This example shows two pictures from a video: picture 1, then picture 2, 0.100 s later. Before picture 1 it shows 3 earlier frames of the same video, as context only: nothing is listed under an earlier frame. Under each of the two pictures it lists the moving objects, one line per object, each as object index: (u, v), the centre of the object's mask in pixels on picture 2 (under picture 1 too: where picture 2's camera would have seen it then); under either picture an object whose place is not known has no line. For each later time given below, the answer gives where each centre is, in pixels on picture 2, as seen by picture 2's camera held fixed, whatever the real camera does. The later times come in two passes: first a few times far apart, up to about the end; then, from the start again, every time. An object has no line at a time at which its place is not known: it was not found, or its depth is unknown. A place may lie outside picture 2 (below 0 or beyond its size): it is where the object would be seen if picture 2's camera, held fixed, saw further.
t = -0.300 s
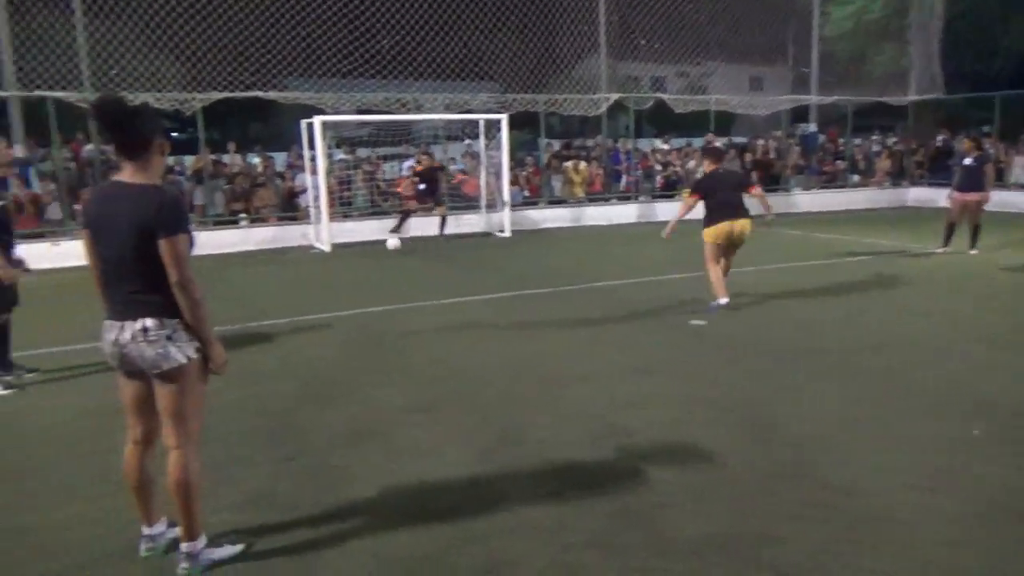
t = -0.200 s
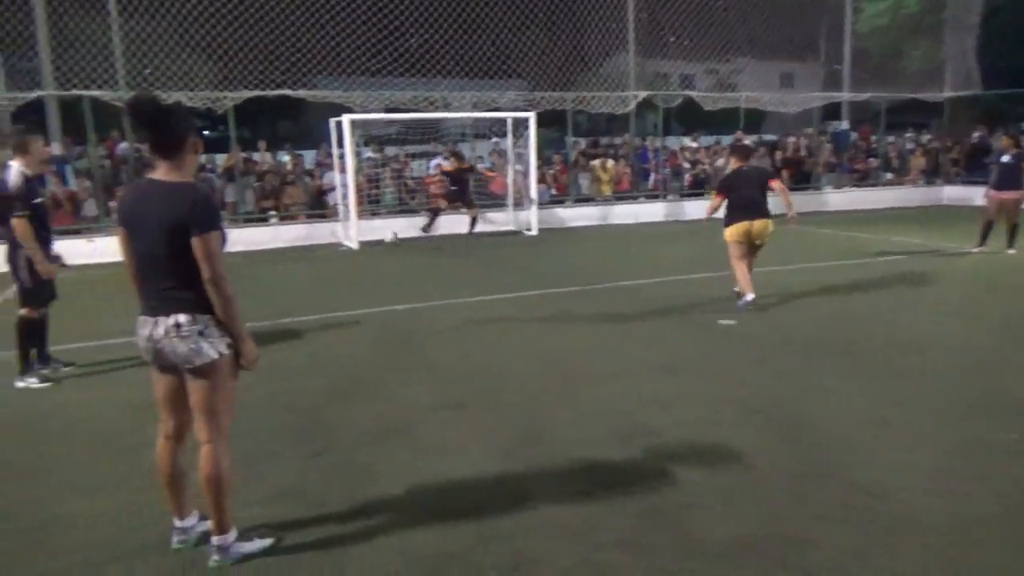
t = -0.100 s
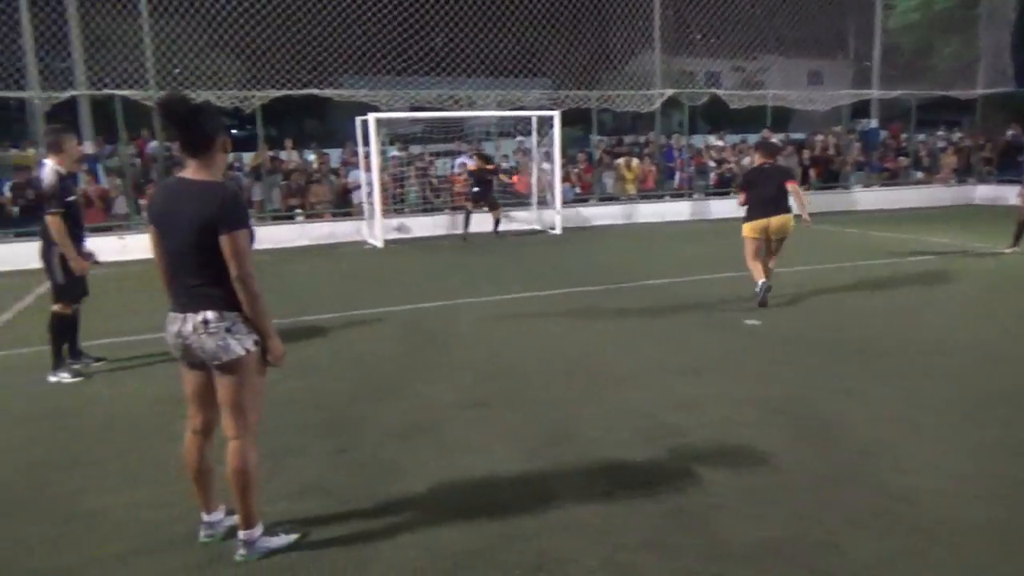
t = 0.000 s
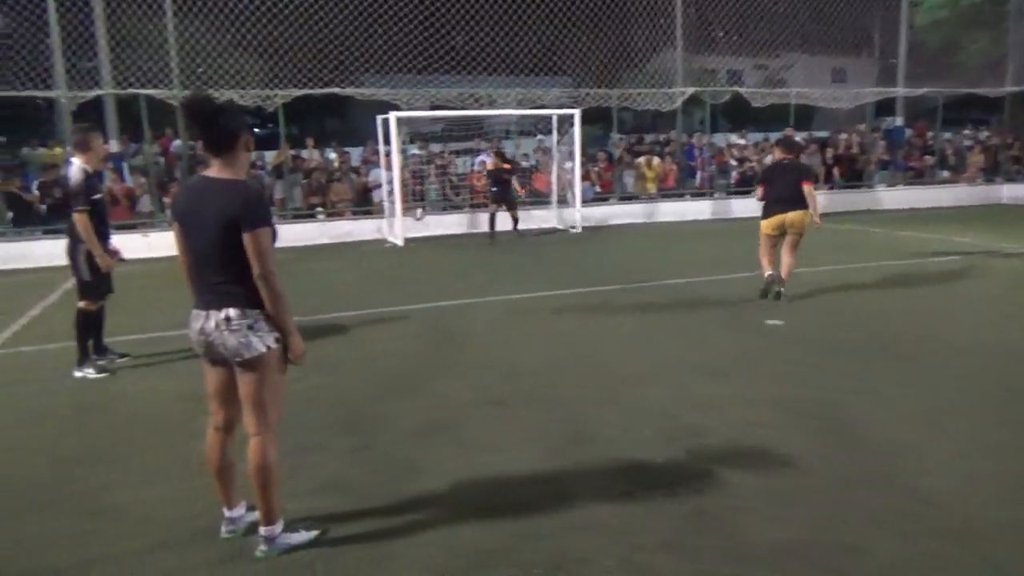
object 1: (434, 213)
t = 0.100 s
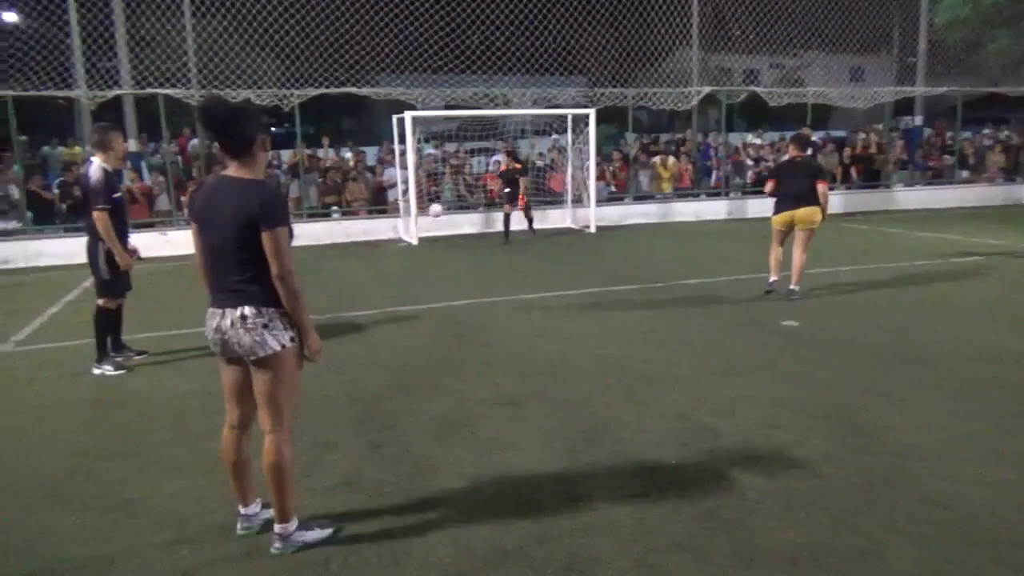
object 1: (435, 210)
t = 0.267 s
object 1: (442, 217)
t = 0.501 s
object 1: (452, 264)
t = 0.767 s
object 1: (456, 251)
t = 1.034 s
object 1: (463, 280)
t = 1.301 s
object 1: (473, 298)
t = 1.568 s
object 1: (480, 321)
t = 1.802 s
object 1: (487, 338)
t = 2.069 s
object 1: (495, 369)
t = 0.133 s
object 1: (437, 210)
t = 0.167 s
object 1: (438, 211)
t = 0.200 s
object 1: (439, 212)
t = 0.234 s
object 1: (441, 214)
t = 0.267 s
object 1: (442, 217)
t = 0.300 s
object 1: (443, 220)
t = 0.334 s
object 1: (445, 225)
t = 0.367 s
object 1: (447, 232)
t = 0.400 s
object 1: (447, 240)
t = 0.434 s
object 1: (449, 246)
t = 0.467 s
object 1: (450, 254)
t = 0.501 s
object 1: (452, 264)
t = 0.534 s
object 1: (453, 261)
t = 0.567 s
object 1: (453, 257)
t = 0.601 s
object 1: (453, 253)
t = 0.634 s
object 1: (454, 251)
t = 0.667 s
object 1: (454, 250)
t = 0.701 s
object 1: (455, 249)
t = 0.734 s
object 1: (455, 250)
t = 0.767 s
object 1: (456, 251)
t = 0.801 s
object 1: (457, 254)
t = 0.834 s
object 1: (458, 257)
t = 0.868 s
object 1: (458, 262)
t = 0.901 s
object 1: (459, 268)
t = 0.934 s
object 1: (460, 275)
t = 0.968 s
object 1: (461, 284)
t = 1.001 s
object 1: (462, 282)
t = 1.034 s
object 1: (463, 280)
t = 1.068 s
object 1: (464, 278)
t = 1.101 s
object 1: (465, 277)
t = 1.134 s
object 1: (466, 277)
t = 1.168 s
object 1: (467, 279)
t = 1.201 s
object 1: (468, 282)
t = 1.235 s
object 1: (469, 286)
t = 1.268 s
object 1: (471, 291)
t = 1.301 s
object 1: (473, 298)
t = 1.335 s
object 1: (474, 305)
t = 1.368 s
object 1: (475, 304)
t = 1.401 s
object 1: (475, 303)
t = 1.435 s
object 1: (476, 303)
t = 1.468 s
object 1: (477, 306)
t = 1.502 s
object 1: (478, 309)
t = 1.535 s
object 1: (479, 314)
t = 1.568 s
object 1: (480, 321)
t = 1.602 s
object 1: (481, 323)
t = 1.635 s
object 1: (482, 323)
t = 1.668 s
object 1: (483, 326)
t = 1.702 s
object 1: (484, 329)
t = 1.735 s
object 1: (485, 334)
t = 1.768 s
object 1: (486, 337)
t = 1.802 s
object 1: (487, 338)
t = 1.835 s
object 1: (488, 341)
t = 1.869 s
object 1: (489, 345)
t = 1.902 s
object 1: (490, 351)
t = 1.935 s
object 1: (490, 353)
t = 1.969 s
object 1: (492, 357)
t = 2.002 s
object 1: (493, 362)
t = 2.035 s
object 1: (494, 366)
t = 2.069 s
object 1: (495, 369)
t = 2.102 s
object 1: (495, 374)
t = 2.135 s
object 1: (497, 378)
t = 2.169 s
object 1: (497, 381)
